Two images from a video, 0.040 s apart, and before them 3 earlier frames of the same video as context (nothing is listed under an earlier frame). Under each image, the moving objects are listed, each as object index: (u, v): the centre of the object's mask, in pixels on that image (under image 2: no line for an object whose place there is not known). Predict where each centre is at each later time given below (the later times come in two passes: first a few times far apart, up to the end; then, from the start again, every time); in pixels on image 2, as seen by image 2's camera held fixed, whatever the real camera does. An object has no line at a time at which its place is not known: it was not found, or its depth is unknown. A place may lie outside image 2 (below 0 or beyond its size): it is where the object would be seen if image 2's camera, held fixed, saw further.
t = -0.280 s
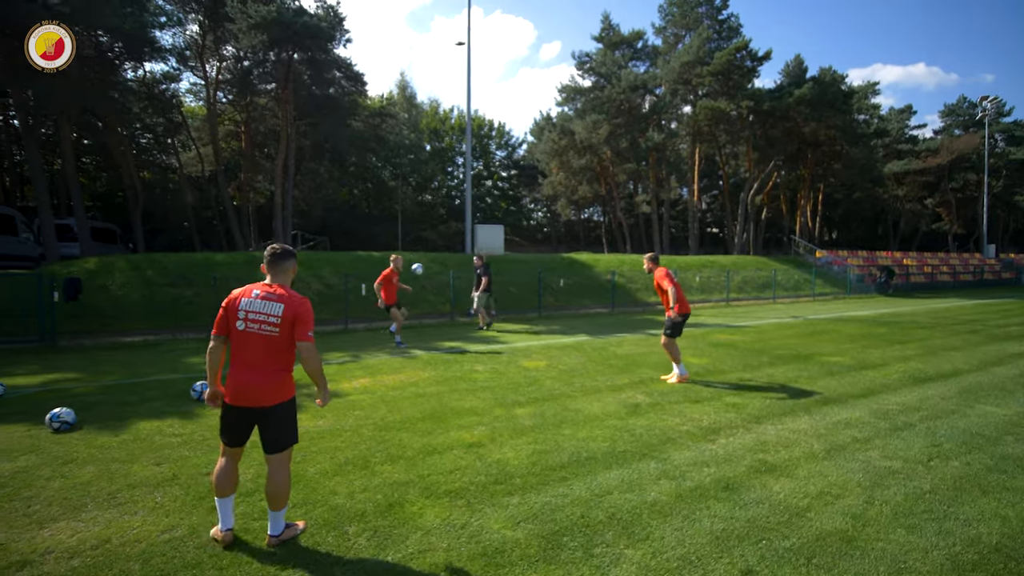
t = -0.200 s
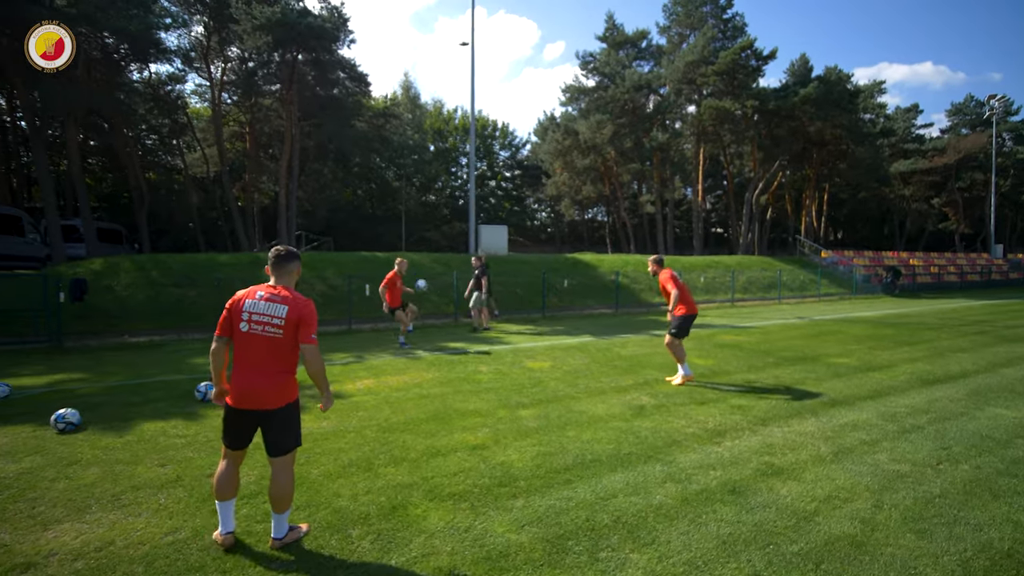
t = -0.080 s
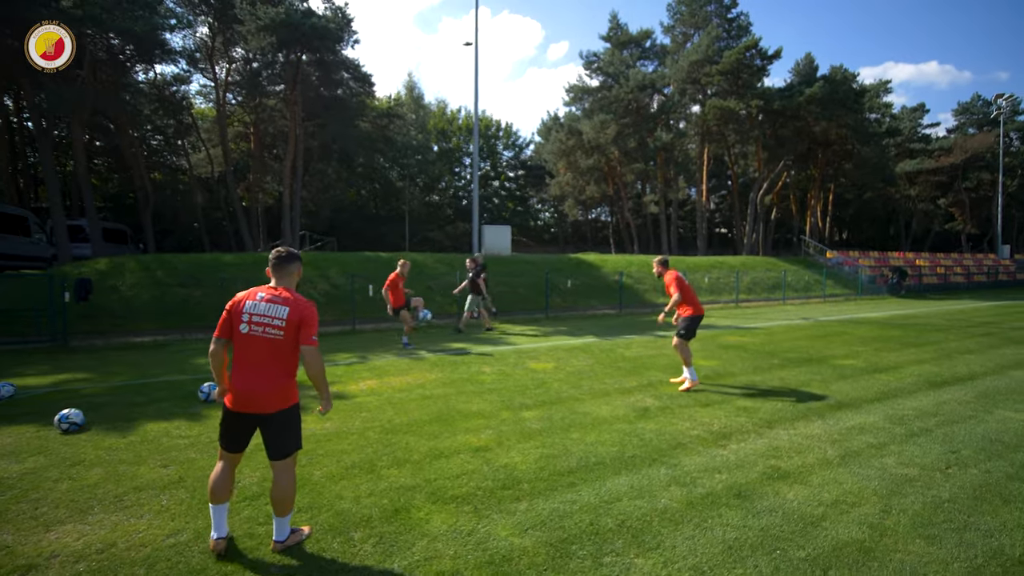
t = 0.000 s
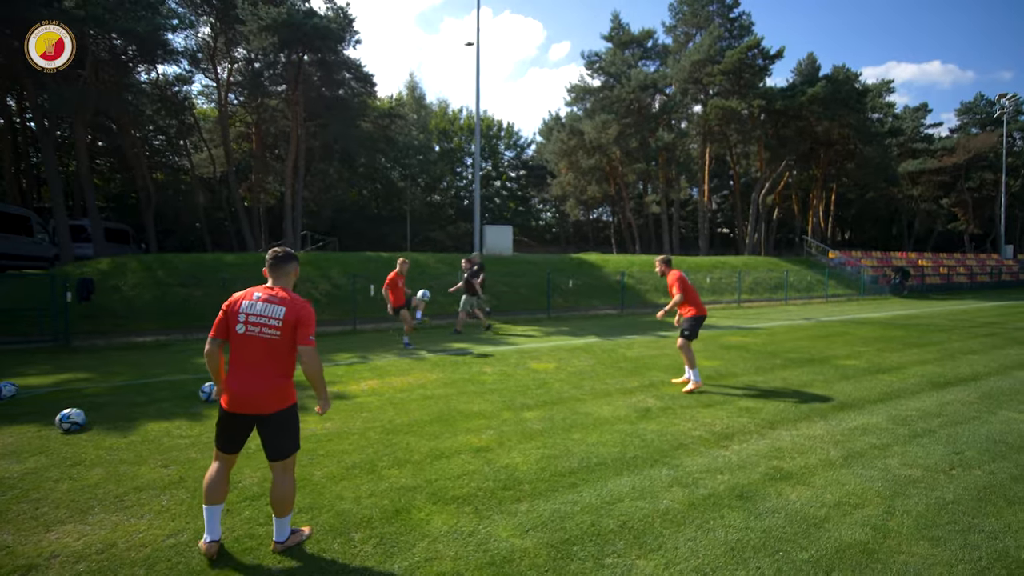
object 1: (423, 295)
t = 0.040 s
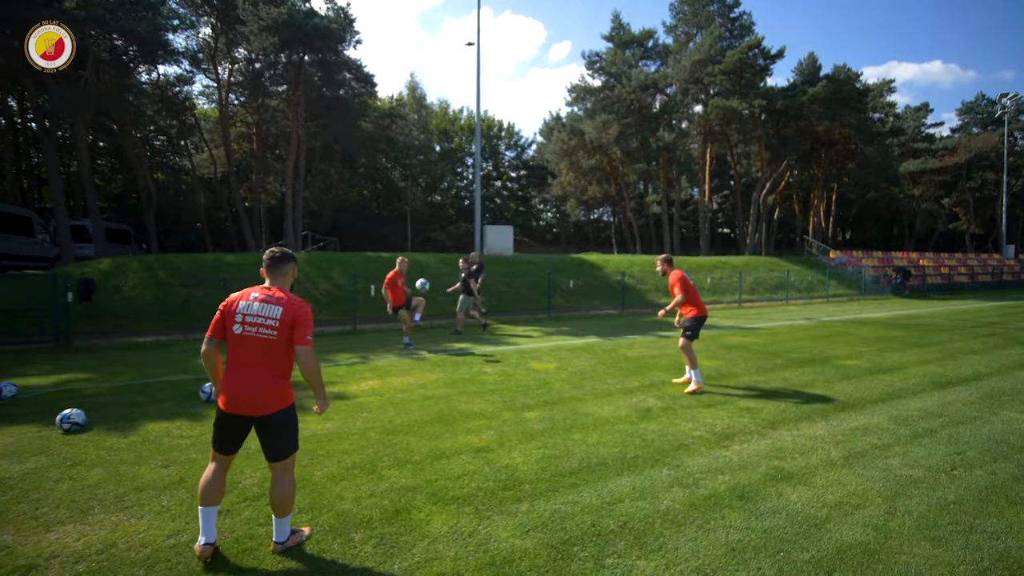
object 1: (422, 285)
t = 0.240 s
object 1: (411, 236)
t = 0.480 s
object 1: (392, 196)
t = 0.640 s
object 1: (375, 190)
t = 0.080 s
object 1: (421, 274)
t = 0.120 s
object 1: (418, 264)
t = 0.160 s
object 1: (416, 254)
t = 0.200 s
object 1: (414, 245)
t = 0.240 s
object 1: (411, 236)
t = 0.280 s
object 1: (409, 228)
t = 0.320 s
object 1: (406, 220)
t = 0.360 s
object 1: (403, 213)
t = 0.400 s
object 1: (399, 207)
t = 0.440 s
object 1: (396, 201)
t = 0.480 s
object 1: (392, 196)
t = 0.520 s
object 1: (388, 193)
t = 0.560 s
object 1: (384, 191)
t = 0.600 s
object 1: (379, 189)
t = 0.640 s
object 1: (375, 190)
